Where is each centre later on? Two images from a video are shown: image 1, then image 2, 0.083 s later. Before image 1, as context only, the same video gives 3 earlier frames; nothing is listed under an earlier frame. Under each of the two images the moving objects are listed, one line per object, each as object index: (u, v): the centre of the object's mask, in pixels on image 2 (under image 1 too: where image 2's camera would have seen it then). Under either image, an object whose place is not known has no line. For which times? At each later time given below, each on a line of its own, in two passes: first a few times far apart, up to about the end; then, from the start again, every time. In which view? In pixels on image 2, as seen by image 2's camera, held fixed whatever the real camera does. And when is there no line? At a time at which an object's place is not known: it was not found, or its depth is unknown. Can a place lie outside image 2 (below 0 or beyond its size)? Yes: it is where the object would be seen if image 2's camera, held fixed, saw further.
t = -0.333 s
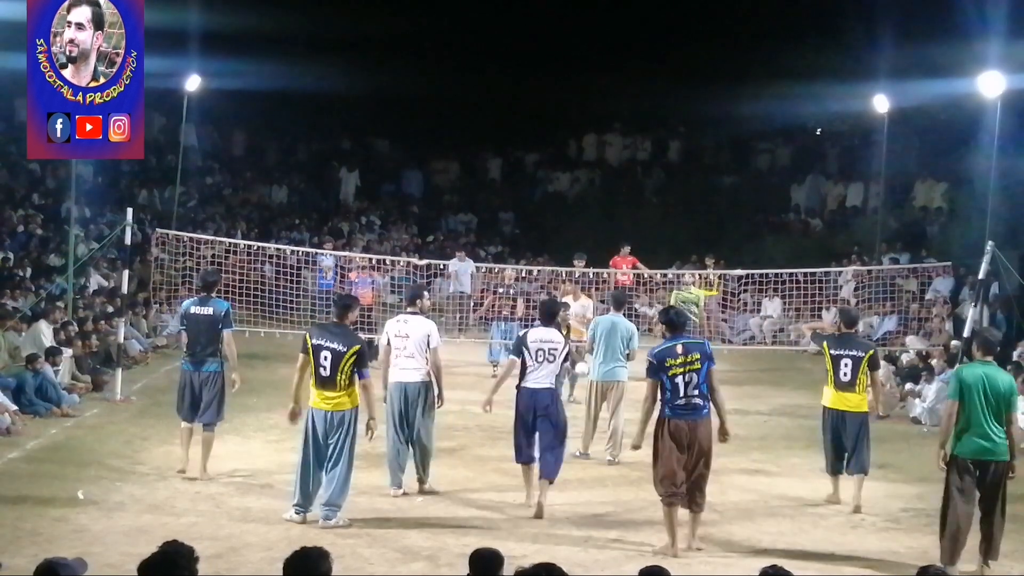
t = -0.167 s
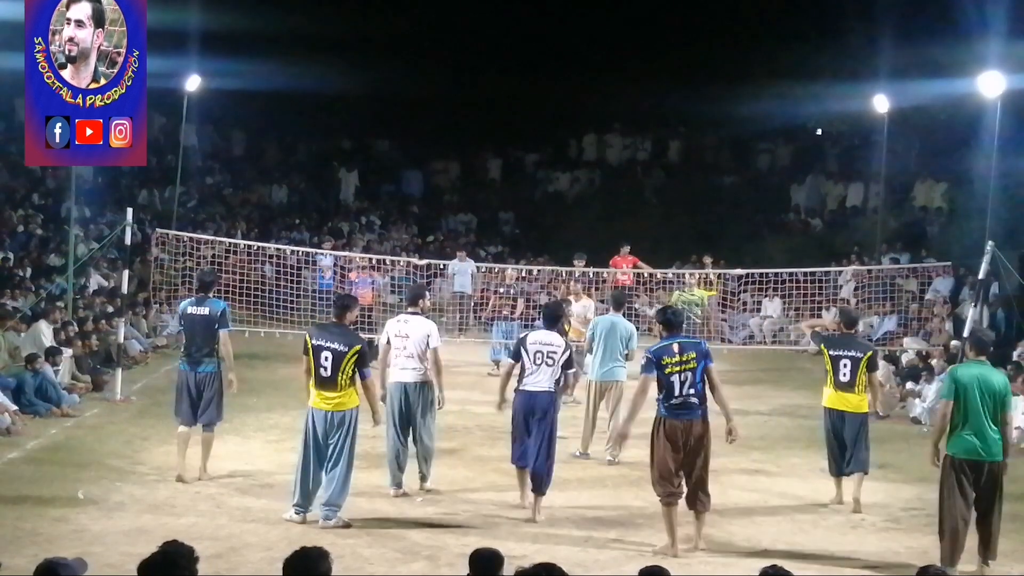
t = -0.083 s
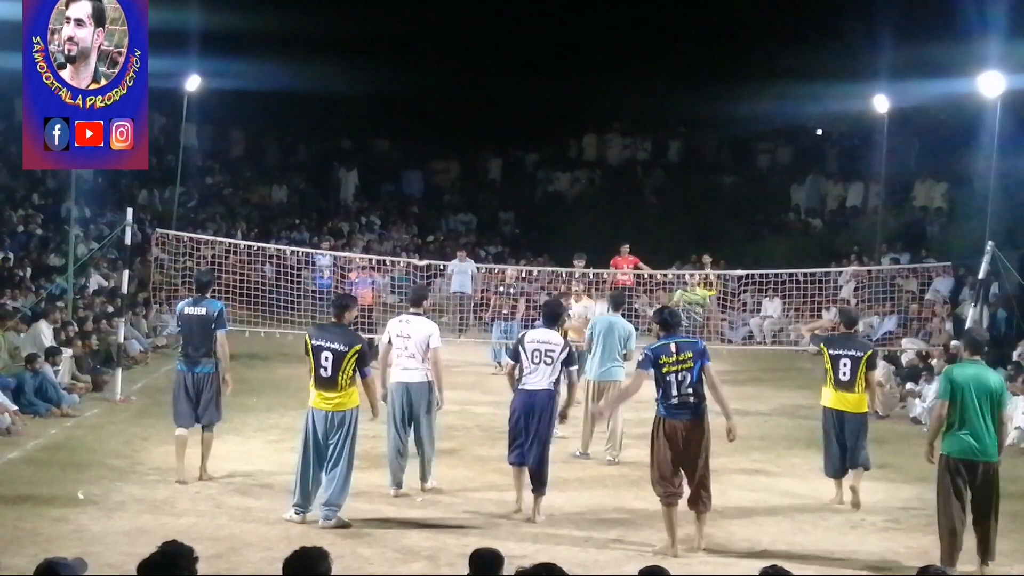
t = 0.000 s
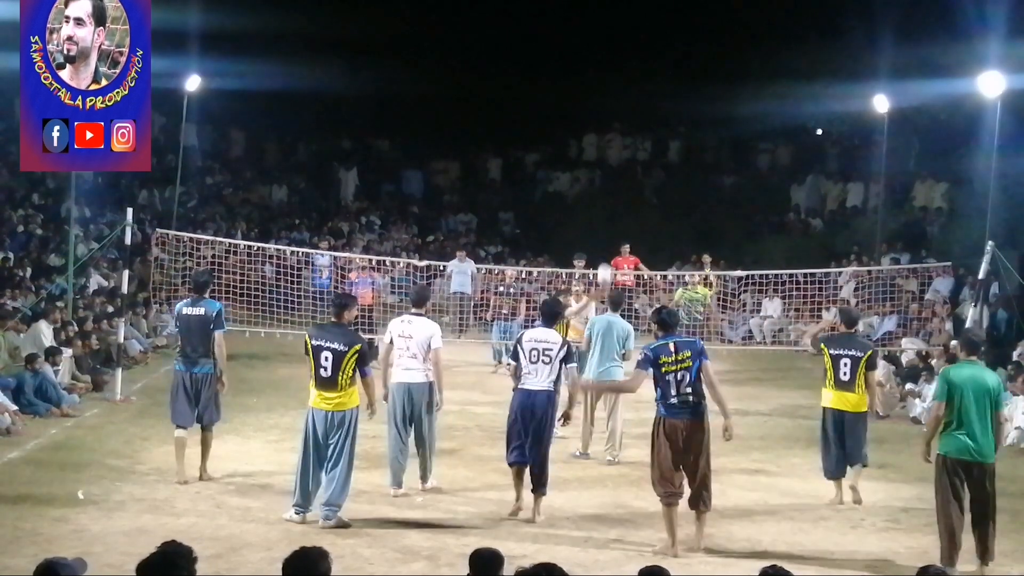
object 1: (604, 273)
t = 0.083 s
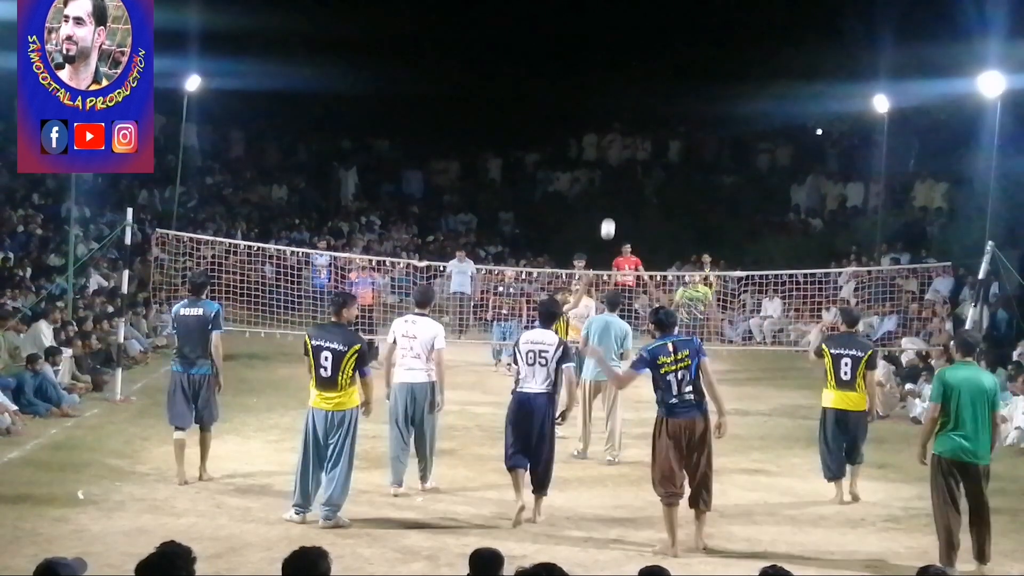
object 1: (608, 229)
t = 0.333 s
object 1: (615, 156)
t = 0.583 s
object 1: (621, 137)
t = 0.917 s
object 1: (624, 196)
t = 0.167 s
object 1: (610, 202)
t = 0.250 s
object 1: (613, 171)
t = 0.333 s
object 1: (615, 156)
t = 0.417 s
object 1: (618, 141)
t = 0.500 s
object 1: (619, 136)
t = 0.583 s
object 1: (621, 137)
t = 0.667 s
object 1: (622, 142)
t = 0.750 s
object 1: (623, 152)
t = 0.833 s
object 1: (624, 175)
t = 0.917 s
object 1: (624, 196)
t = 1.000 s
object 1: (624, 236)
